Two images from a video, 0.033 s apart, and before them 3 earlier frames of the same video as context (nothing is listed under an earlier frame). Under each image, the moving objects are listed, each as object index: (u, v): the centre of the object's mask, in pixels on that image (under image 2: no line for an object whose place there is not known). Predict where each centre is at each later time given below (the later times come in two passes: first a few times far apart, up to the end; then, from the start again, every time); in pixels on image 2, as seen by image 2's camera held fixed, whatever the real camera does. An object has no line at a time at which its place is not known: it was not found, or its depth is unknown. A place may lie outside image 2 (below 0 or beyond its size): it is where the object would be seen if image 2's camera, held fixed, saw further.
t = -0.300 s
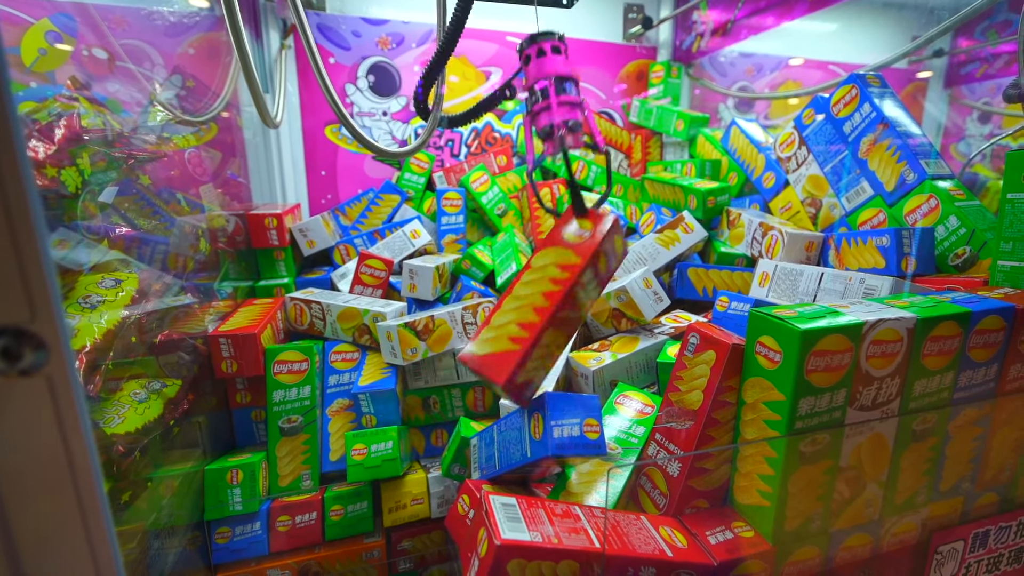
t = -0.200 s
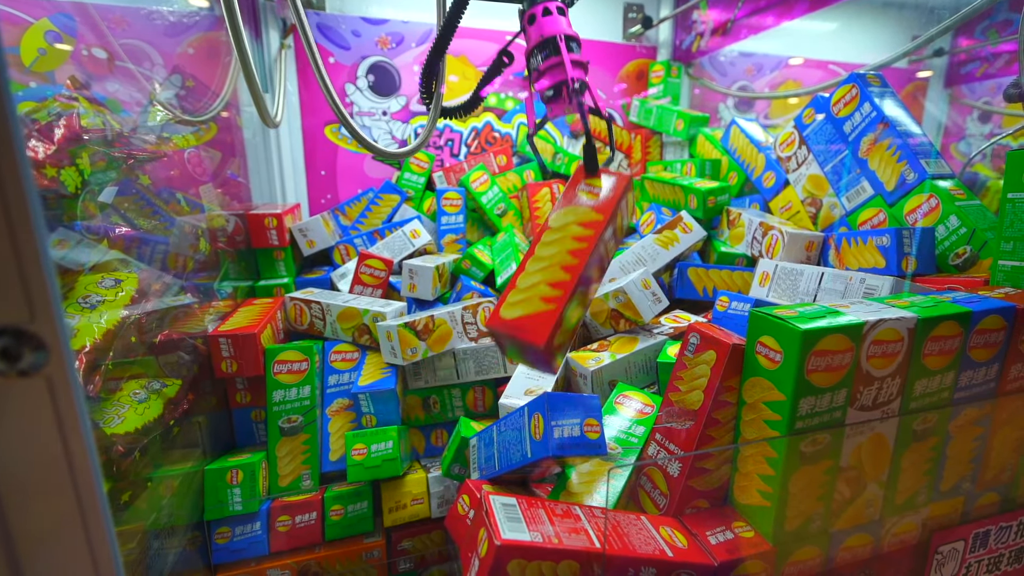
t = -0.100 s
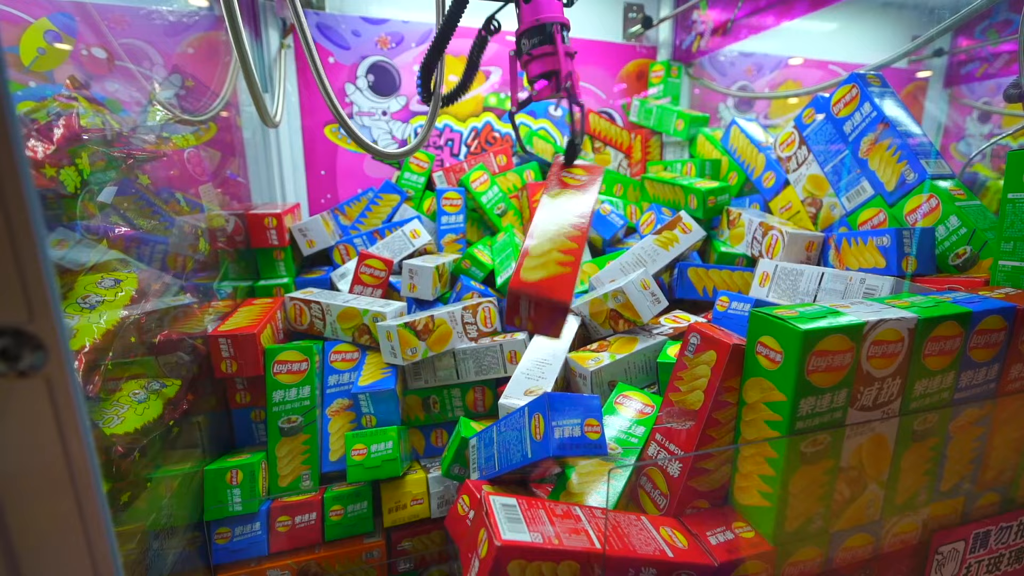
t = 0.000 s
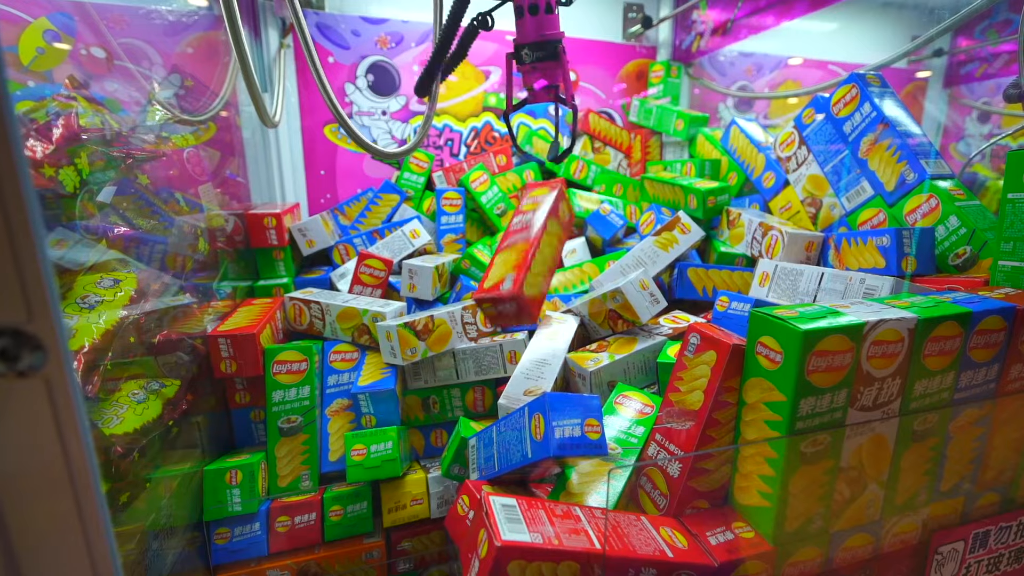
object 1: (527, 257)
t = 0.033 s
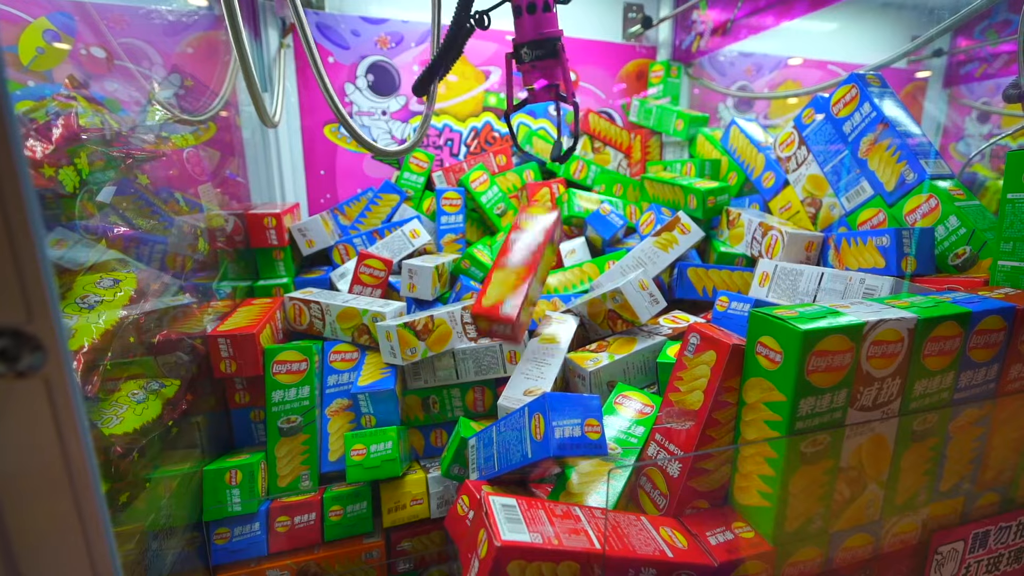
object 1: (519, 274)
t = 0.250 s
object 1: (477, 320)
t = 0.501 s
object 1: (478, 352)
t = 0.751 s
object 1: (479, 352)
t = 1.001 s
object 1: (479, 351)
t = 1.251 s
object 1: (478, 352)
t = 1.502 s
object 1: (478, 351)
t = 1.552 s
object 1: (478, 351)
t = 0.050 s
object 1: (515, 284)
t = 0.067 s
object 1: (513, 296)
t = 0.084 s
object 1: (510, 309)
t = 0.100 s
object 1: (502, 313)
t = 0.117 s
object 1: (497, 313)
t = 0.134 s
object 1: (492, 311)
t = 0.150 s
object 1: (485, 310)
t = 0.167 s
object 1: (479, 310)
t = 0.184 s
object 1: (476, 311)
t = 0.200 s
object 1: (476, 311)
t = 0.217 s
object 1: (476, 313)
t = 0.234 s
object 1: (476, 316)
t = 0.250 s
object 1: (477, 320)
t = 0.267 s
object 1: (478, 324)
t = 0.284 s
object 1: (478, 328)
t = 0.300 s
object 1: (478, 331)
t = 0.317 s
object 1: (477, 335)
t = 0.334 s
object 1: (478, 341)
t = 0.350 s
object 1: (477, 349)
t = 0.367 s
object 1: (478, 352)
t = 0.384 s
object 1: (478, 352)
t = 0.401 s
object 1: (479, 352)
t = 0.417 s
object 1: (479, 351)
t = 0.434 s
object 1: (478, 352)
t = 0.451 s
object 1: (478, 352)
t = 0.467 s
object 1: (478, 352)
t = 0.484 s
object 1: (478, 352)
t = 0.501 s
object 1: (478, 352)
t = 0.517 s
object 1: (479, 352)
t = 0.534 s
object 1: (479, 352)
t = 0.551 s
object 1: (479, 352)
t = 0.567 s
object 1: (479, 352)
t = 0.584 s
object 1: (479, 352)
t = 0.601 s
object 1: (478, 352)
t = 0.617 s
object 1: (478, 352)
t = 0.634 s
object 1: (479, 352)
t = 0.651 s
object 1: (479, 352)
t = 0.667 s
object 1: (479, 352)
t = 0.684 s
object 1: (479, 352)
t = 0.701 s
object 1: (479, 352)
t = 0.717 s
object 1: (479, 352)
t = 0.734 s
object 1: (479, 352)
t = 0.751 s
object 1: (479, 352)
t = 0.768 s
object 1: (479, 352)
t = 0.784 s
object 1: (479, 352)
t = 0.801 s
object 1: (478, 351)
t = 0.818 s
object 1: (478, 351)
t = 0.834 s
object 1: (478, 350)
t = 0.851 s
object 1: (479, 352)
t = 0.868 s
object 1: (478, 350)
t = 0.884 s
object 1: (479, 352)
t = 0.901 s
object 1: (478, 350)
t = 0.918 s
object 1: (479, 351)
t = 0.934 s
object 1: (478, 350)
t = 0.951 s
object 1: (478, 350)
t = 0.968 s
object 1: (479, 351)
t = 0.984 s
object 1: (478, 350)
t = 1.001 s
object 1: (479, 351)
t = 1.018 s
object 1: (479, 351)
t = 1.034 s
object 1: (478, 350)
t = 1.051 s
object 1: (478, 351)
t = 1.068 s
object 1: (479, 351)
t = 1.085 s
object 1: (478, 351)
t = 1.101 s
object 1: (478, 351)
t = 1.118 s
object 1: (478, 351)
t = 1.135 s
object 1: (478, 351)
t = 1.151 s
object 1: (478, 351)
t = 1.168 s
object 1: (478, 351)
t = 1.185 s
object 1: (478, 351)
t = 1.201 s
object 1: (478, 351)
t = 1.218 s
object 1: (478, 351)
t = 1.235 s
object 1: (478, 352)
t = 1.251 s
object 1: (478, 352)
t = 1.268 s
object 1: (479, 352)
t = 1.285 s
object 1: (478, 352)
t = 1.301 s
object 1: (478, 352)
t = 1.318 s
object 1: (478, 352)
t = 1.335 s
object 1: (479, 352)
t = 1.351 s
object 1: (478, 351)
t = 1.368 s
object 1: (479, 352)
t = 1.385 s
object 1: (479, 352)
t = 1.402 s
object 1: (478, 351)
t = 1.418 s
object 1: (479, 351)
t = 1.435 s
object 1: (479, 351)
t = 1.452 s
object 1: (479, 351)
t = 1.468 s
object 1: (479, 352)
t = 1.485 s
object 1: (479, 352)
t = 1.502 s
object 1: (478, 351)
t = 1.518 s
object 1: (478, 351)
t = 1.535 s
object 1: (478, 351)
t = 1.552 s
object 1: (478, 351)
